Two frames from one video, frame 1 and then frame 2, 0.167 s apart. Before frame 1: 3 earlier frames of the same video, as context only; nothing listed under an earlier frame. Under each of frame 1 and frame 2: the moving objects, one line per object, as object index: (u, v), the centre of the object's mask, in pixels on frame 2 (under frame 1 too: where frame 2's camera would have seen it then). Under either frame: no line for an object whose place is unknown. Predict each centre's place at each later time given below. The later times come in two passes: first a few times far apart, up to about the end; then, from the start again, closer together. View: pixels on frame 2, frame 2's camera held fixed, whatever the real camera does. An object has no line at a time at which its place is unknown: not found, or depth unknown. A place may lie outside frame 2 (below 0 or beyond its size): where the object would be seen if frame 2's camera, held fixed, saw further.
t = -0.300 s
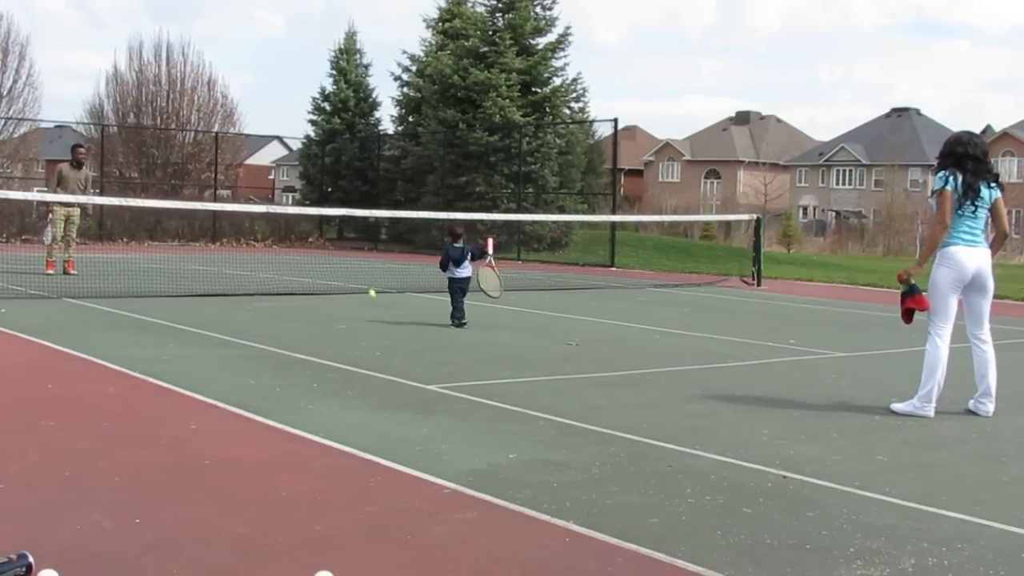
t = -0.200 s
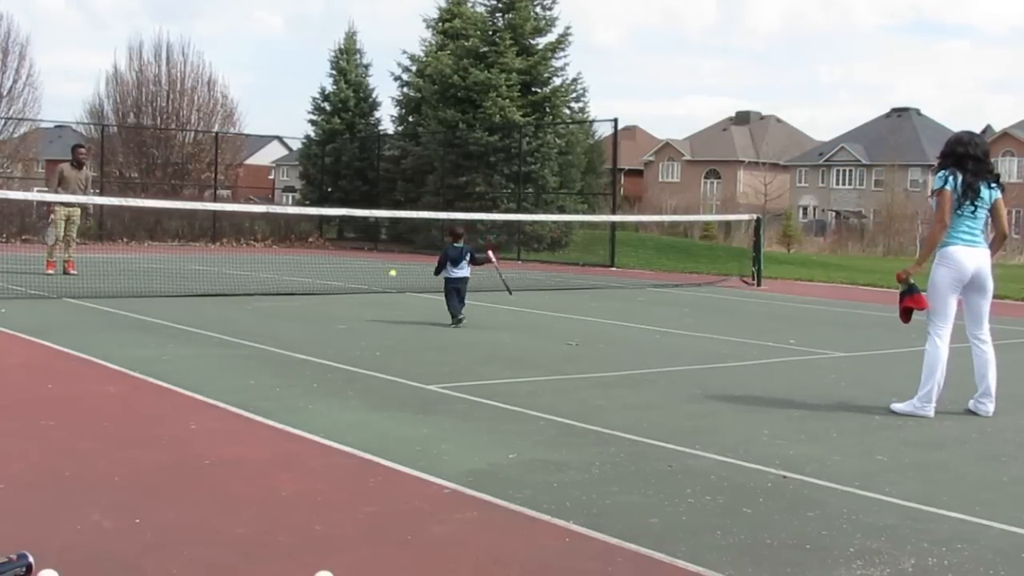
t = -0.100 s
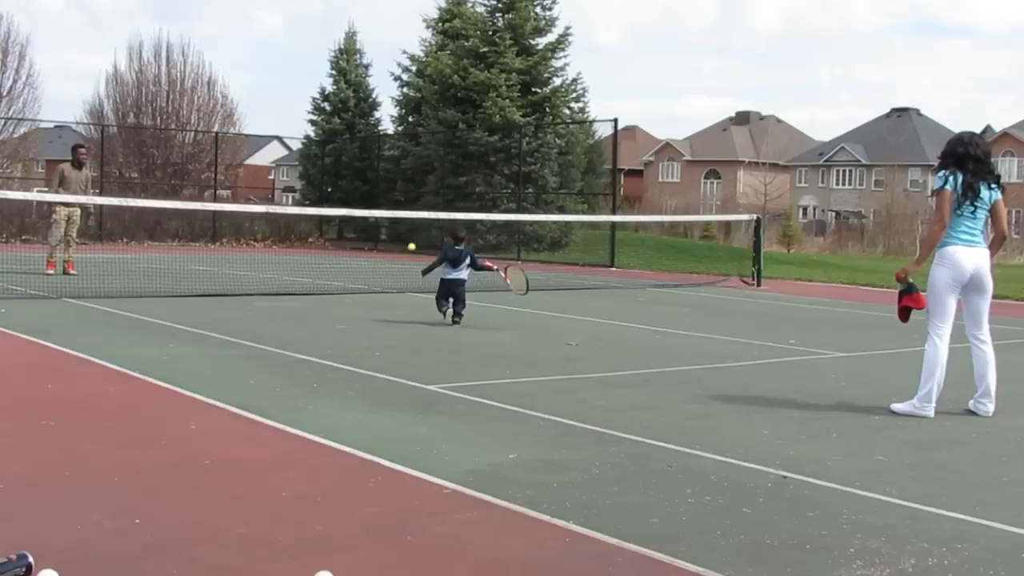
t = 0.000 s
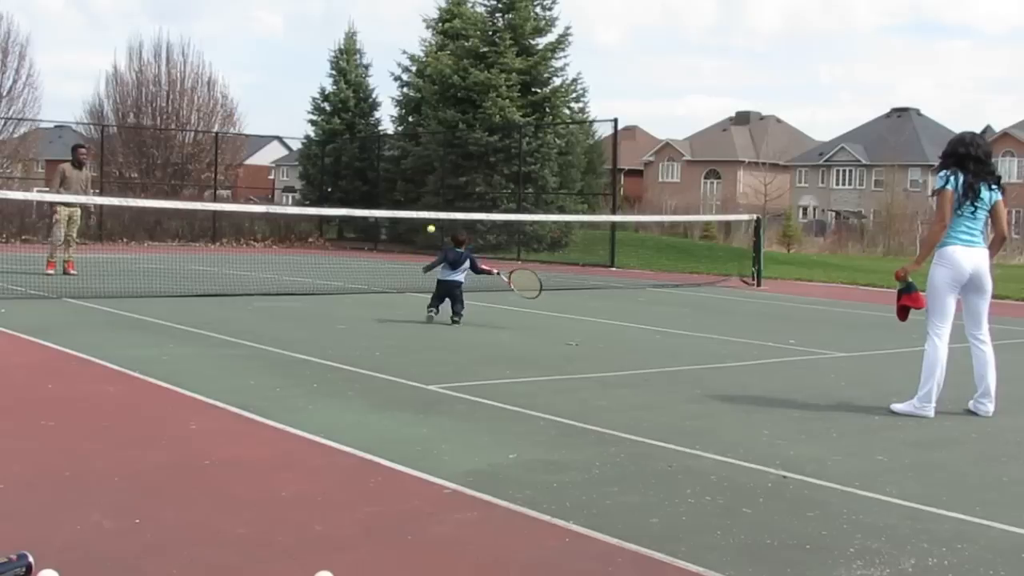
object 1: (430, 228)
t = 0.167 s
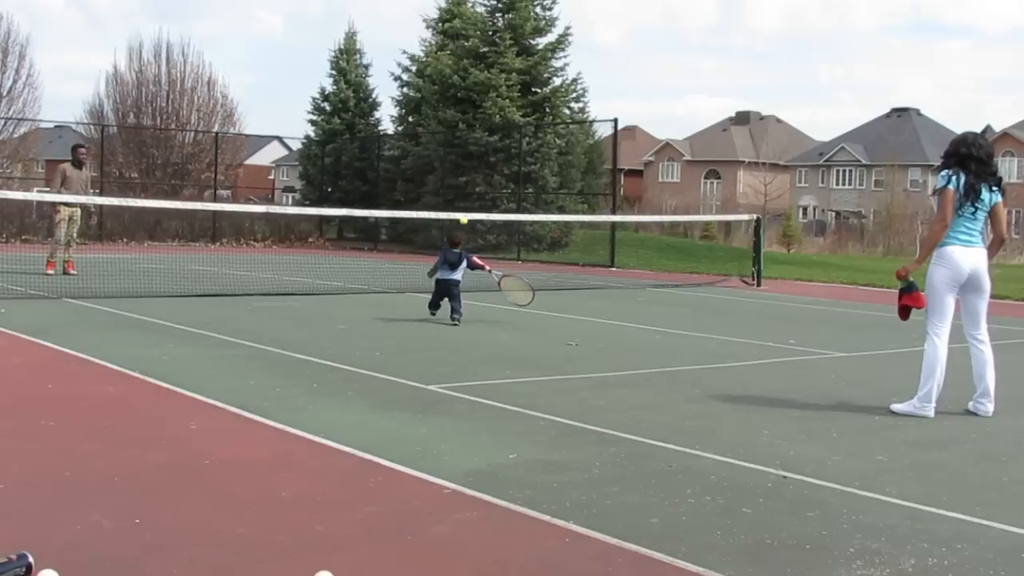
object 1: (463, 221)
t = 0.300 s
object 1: (489, 235)
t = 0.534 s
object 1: (535, 305)
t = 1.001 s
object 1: (631, 281)
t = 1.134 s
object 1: (658, 312)
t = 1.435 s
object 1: (723, 308)
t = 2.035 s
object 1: (864, 351)
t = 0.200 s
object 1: (469, 222)
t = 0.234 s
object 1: (477, 225)
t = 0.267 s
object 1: (483, 229)
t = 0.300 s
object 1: (489, 235)
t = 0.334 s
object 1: (496, 241)
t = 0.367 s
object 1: (503, 249)
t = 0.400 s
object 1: (510, 257)
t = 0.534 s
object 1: (535, 305)
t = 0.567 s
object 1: (542, 321)
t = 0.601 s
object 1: (548, 311)
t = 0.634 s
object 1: (556, 303)
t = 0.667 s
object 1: (562, 295)
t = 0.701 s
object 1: (569, 288)
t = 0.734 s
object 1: (576, 282)
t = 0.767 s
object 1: (583, 278)
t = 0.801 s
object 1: (590, 275)
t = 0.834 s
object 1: (596, 273)
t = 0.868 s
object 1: (604, 272)
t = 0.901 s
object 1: (611, 272)
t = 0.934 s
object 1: (616, 273)
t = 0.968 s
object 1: (624, 276)
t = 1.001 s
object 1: (631, 281)
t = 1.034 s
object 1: (638, 287)
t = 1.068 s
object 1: (645, 294)
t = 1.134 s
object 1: (658, 312)
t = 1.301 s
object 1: (694, 317)
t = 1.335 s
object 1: (701, 313)
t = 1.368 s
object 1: (709, 309)
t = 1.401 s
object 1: (716, 308)
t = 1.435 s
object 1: (723, 308)
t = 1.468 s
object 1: (731, 309)
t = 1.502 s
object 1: (738, 311)
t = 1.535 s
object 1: (746, 315)
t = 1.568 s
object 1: (753, 320)
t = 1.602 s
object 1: (760, 326)
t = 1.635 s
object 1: (768, 334)
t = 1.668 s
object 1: (775, 344)
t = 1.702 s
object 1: (783, 345)
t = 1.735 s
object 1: (791, 340)
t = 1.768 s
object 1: (799, 336)
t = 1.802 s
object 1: (807, 332)
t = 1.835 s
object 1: (816, 331)
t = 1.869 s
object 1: (824, 330)
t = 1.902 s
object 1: (832, 331)
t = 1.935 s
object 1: (840, 334)
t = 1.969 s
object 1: (848, 338)
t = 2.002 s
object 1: (856, 344)
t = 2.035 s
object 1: (864, 351)
